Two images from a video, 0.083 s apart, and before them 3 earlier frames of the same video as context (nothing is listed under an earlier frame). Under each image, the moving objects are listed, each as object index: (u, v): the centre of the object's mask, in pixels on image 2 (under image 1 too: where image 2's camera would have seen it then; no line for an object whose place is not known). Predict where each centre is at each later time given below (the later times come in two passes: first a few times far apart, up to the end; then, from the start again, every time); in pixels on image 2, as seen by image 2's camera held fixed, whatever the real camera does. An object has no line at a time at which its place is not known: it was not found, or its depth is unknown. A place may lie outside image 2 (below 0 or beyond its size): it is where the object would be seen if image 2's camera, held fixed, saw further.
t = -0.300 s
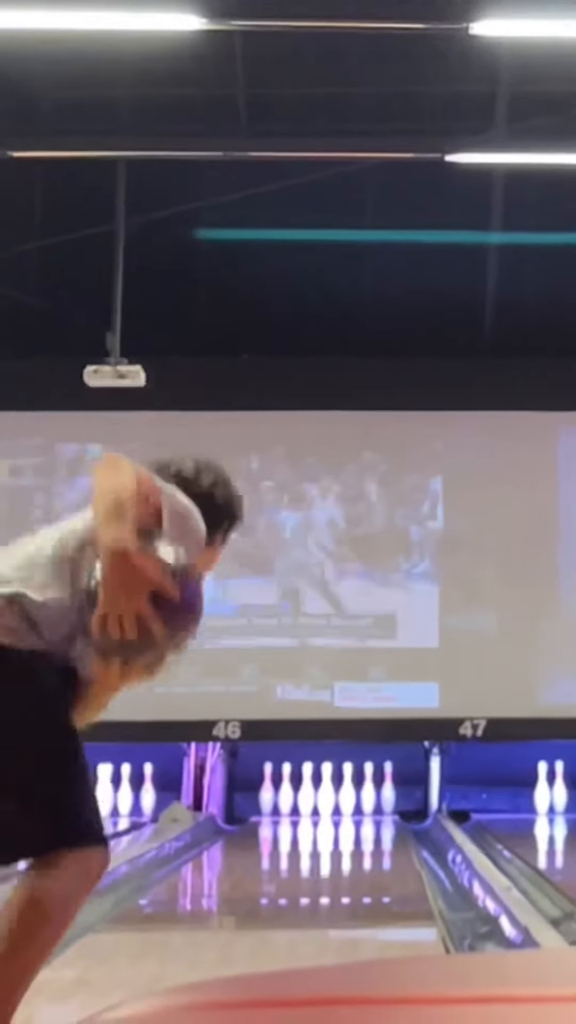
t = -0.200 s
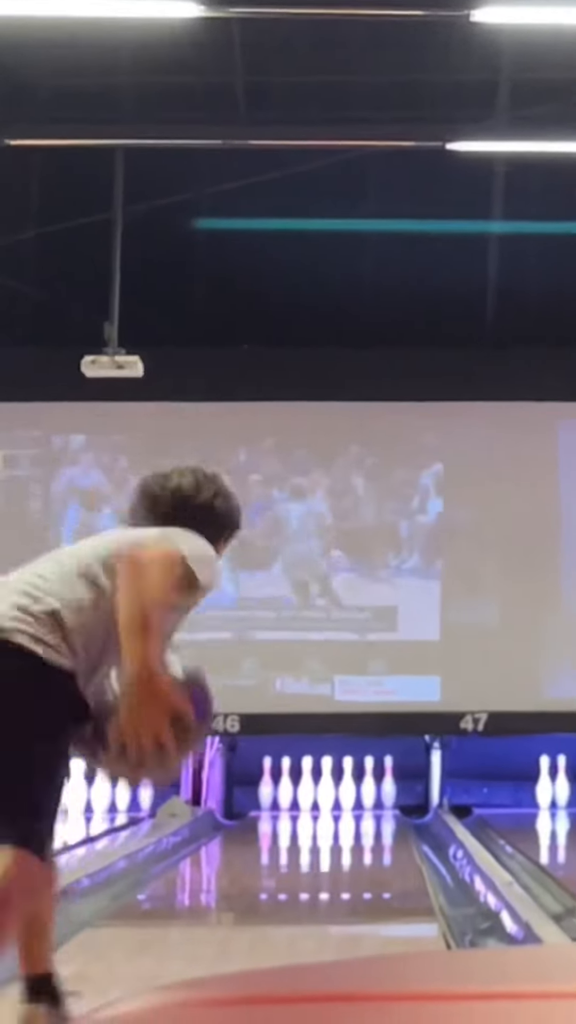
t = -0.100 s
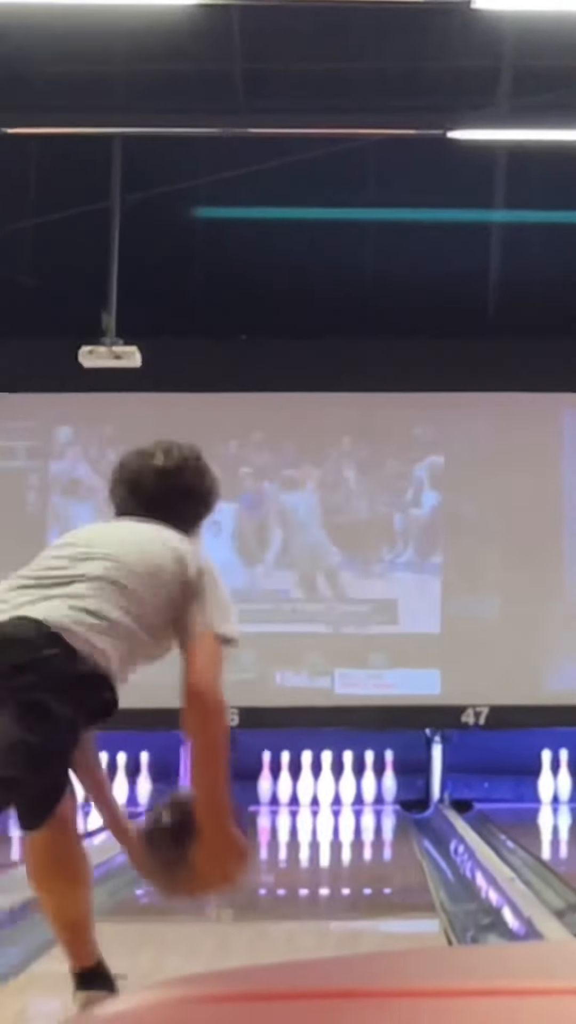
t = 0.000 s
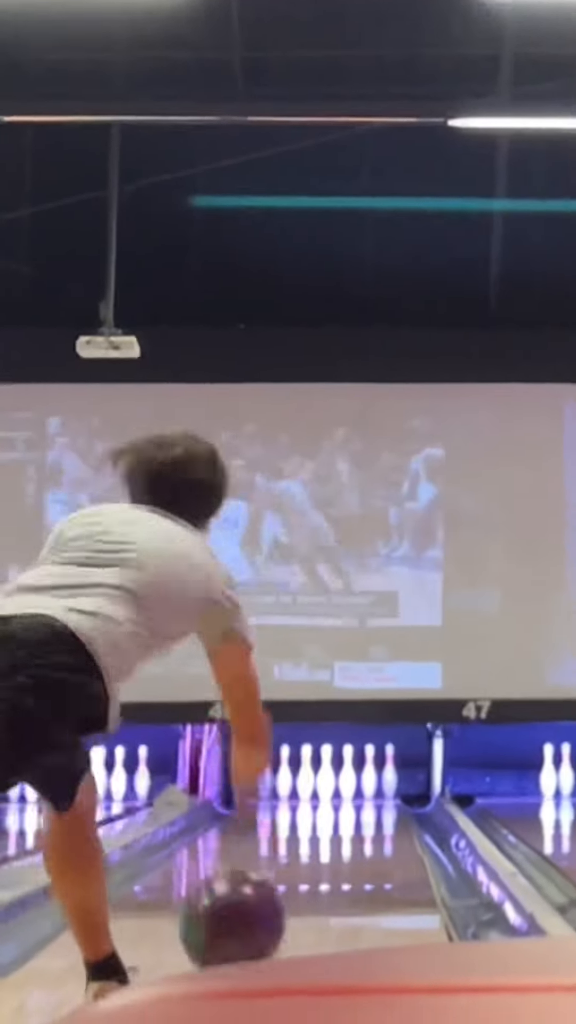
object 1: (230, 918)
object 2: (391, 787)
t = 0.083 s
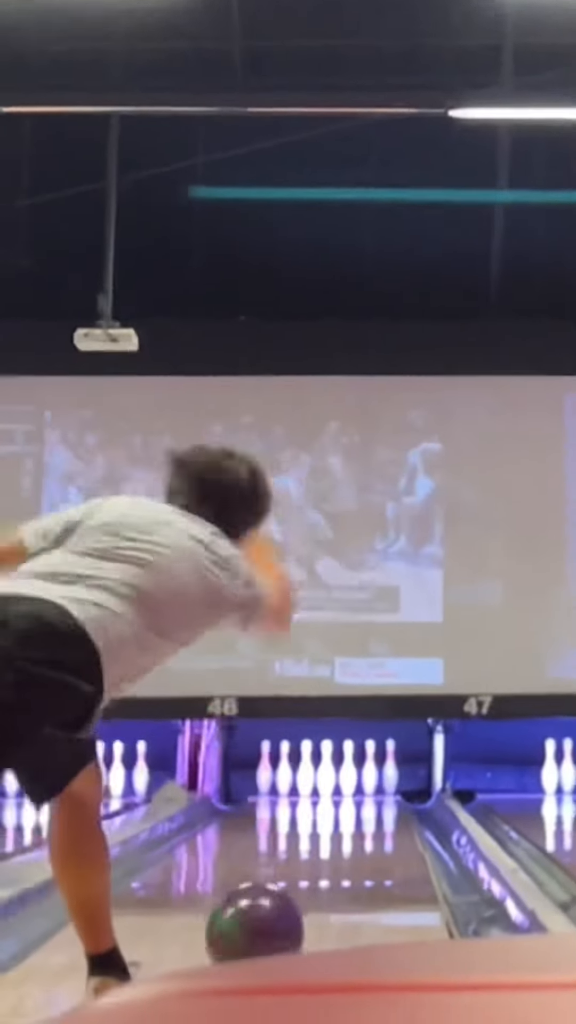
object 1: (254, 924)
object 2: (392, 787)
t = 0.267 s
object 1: (296, 906)
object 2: (391, 785)
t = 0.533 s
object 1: (333, 872)
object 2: (393, 785)
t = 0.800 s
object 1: (357, 850)
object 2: (393, 784)
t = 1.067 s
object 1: (374, 831)
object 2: (394, 787)
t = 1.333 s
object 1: (384, 816)
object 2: (395, 779)
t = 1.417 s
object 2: (395, 777)
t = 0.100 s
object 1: (259, 922)
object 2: (391, 788)
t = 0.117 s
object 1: (262, 921)
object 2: (392, 788)
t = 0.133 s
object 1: (267, 921)
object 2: (391, 787)
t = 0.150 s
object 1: (271, 921)
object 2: (392, 786)
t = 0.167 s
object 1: (275, 918)
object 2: (391, 787)
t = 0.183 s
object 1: (279, 916)
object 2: (391, 786)
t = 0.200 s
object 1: (282, 915)
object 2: (391, 786)
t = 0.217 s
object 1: (286, 913)
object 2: (391, 786)
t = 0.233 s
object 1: (289, 911)
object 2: (391, 786)
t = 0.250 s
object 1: (292, 908)
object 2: (391, 786)
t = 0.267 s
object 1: (296, 906)
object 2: (391, 785)
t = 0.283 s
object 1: (298, 902)
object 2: (391, 786)
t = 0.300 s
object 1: (300, 900)
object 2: (392, 786)
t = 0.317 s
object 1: (304, 897)
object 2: (392, 786)
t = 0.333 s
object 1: (306, 895)
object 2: (392, 786)
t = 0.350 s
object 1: (309, 893)
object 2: (393, 786)
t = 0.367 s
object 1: (311, 891)
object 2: (392, 785)
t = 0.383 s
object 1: (313, 888)
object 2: (393, 785)
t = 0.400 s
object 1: (316, 886)
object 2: (393, 785)
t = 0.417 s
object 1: (318, 884)
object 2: (392, 785)
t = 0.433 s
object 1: (320, 881)
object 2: (392, 784)
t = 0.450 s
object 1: (322, 879)
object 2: (392, 785)
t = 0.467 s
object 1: (325, 877)
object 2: (393, 785)
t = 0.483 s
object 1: (326, 875)
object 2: (393, 785)
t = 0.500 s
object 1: (329, 874)
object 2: (393, 785)
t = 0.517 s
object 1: (332, 873)
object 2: (393, 785)
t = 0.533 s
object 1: (333, 872)
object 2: (393, 785)
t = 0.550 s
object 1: (335, 870)
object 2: (393, 785)
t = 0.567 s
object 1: (337, 868)
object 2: (394, 785)
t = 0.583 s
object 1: (339, 867)
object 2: (394, 785)
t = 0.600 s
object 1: (340, 865)
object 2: (394, 785)
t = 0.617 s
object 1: (341, 863)
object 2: (394, 784)
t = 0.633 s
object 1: (342, 862)
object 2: (393, 785)
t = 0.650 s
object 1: (344, 860)
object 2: (394, 785)
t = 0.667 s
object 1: (346, 858)
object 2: (393, 785)
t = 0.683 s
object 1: (348, 857)
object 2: (393, 785)
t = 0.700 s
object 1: (350, 856)
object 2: (394, 785)
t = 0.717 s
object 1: (352, 854)
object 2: (393, 784)
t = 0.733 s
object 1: (353, 853)
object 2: (393, 784)
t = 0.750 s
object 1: (354, 851)
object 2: (393, 784)
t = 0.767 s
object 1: (355, 850)
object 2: (393, 784)
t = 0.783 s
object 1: (356, 850)
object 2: (393, 784)
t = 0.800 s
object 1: (357, 850)
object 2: (393, 784)
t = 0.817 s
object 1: (359, 849)
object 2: (394, 783)
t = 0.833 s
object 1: (359, 848)
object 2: (394, 783)
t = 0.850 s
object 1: (360, 846)
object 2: (394, 784)
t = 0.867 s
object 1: (361, 845)
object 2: (394, 783)
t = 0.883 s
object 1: (362, 844)
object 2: (394, 784)
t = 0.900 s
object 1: (363, 842)
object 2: (393, 782)
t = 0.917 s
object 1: (365, 841)
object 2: (393, 781)
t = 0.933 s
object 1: (366, 840)
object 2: (393, 780)
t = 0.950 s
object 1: (368, 838)
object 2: (393, 779)
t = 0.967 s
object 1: (368, 837)
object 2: (393, 780)
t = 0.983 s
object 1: (369, 837)
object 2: (393, 781)
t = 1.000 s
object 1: (370, 835)
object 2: (394, 783)
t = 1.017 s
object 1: (372, 833)
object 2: (393, 784)
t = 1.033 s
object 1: (373, 832)
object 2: (393, 784)
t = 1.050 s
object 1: (373, 832)
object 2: (394, 783)
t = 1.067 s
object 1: (374, 831)
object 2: (394, 787)
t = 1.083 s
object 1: (375, 828)
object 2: (394, 785)
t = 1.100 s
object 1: (376, 827)
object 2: (394, 785)
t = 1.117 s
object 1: (376, 828)
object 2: (394, 785)
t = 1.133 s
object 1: (377, 827)
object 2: (395, 784)
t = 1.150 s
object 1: (378, 825)
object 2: (395, 783)
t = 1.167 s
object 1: (379, 825)
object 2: (395, 783)
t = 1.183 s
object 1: (380, 823)
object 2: (395, 782)
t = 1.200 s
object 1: (381, 822)
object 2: (395, 782)
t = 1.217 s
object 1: (381, 821)
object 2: (395, 781)
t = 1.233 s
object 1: (381, 820)
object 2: (395, 780)
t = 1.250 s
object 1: (381, 820)
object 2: (395, 781)
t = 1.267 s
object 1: (382, 819)
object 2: (395, 780)
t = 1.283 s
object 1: (384, 818)
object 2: (395, 779)
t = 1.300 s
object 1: (384, 817)
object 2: (395, 779)
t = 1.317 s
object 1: (384, 816)
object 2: (395, 779)
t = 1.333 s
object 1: (384, 816)
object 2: (395, 779)
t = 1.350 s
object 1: (384, 815)
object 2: (395, 779)
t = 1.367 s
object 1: (385, 815)
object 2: (396, 779)
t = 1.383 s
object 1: (386, 814)
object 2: (395, 779)
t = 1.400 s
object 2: (395, 778)
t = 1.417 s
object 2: (395, 777)
